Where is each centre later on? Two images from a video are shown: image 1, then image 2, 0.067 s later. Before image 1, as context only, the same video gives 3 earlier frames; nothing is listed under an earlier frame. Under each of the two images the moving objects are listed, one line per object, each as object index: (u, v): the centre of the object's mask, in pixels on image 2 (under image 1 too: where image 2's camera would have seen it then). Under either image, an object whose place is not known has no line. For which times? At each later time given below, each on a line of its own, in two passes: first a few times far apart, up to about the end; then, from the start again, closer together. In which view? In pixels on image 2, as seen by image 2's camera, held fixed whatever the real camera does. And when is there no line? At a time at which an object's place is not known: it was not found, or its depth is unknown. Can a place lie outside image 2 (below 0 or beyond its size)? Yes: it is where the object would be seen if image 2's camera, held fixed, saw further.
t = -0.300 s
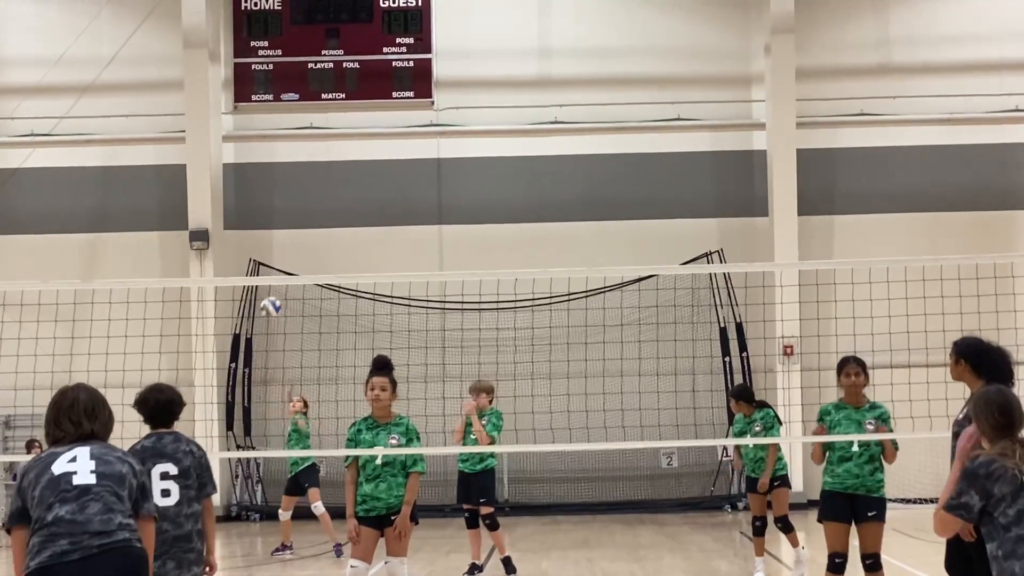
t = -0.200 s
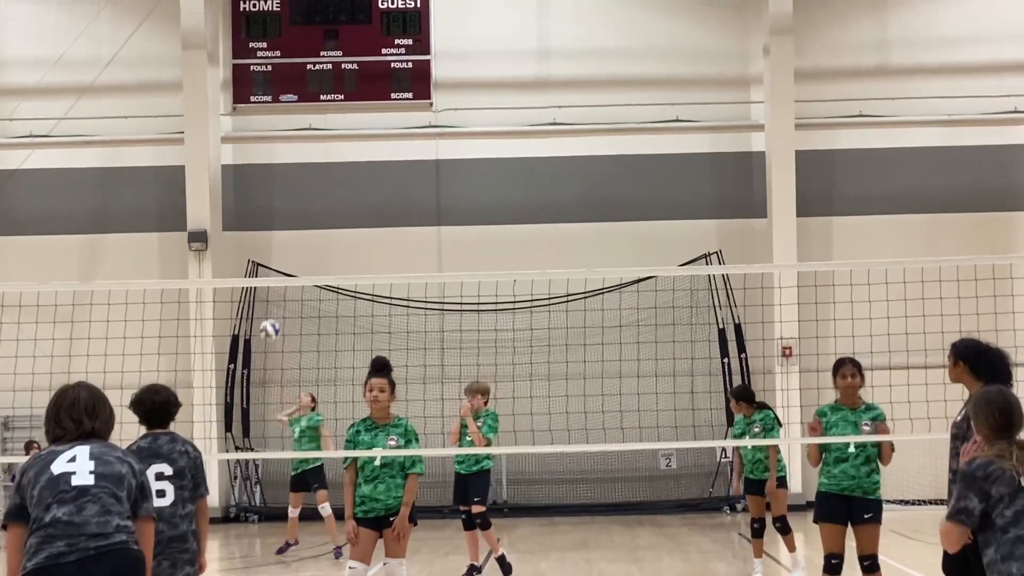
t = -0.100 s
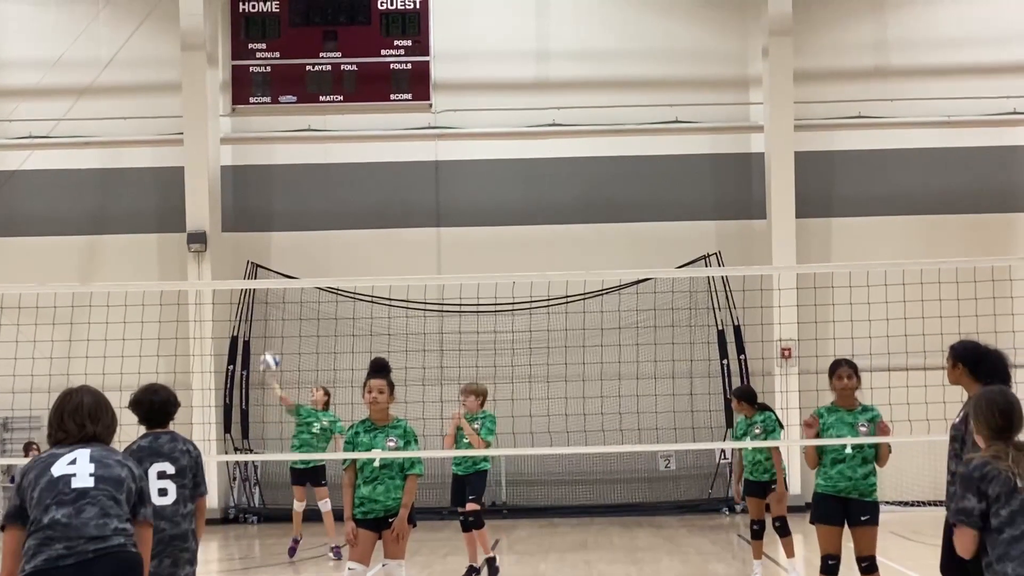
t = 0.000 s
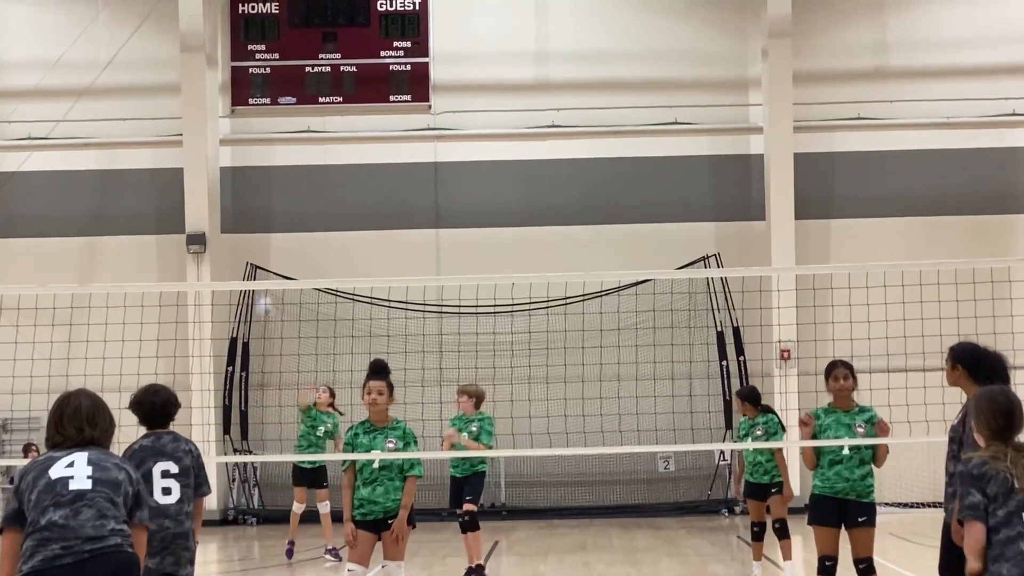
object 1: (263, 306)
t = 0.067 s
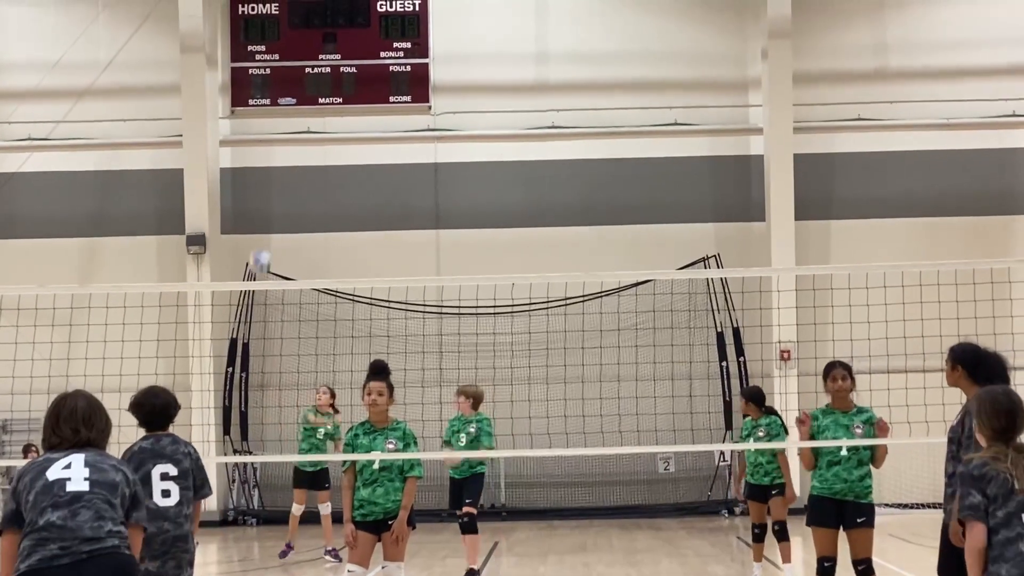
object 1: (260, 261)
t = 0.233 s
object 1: (247, 159)
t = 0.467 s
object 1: (226, 50)
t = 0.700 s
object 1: (194, 2)
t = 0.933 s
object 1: (157, 12)
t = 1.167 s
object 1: (115, 136)
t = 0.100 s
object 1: (259, 240)
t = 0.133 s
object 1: (256, 219)
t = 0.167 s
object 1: (252, 198)
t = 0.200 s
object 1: (250, 179)
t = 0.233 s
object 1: (247, 159)
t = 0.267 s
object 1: (245, 140)
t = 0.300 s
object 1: (242, 121)
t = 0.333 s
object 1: (240, 105)
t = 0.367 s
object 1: (236, 91)
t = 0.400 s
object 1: (232, 77)
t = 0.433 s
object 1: (230, 63)
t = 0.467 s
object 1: (226, 50)
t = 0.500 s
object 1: (222, 37)
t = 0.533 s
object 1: (217, 28)
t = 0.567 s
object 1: (213, 18)
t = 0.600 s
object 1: (208, 10)
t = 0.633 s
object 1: (204, 6)
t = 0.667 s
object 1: (198, 3)
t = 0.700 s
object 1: (194, 2)
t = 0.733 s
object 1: (188, 1)
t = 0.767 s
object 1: (183, 0)
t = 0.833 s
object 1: (173, 2)
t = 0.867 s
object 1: (169, 3)
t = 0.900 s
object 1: (162, 7)
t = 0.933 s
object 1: (157, 12)
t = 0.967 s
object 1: (152, 21)
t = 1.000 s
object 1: (146, 35)
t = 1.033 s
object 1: (140, 50)
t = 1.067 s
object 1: (134, 67)
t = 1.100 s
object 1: (127, 87)
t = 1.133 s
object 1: (121, 108)
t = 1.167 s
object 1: (115, 136)
